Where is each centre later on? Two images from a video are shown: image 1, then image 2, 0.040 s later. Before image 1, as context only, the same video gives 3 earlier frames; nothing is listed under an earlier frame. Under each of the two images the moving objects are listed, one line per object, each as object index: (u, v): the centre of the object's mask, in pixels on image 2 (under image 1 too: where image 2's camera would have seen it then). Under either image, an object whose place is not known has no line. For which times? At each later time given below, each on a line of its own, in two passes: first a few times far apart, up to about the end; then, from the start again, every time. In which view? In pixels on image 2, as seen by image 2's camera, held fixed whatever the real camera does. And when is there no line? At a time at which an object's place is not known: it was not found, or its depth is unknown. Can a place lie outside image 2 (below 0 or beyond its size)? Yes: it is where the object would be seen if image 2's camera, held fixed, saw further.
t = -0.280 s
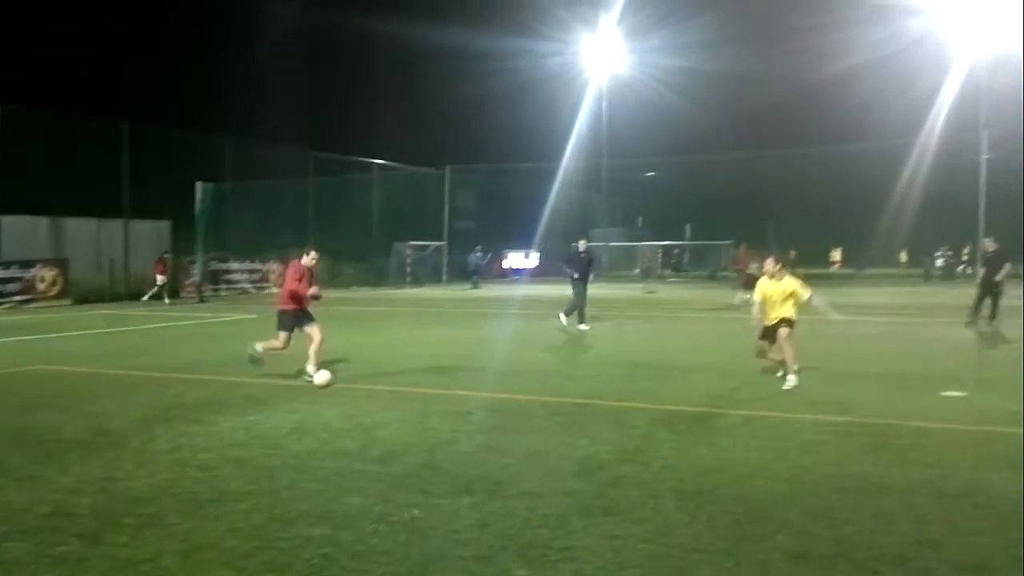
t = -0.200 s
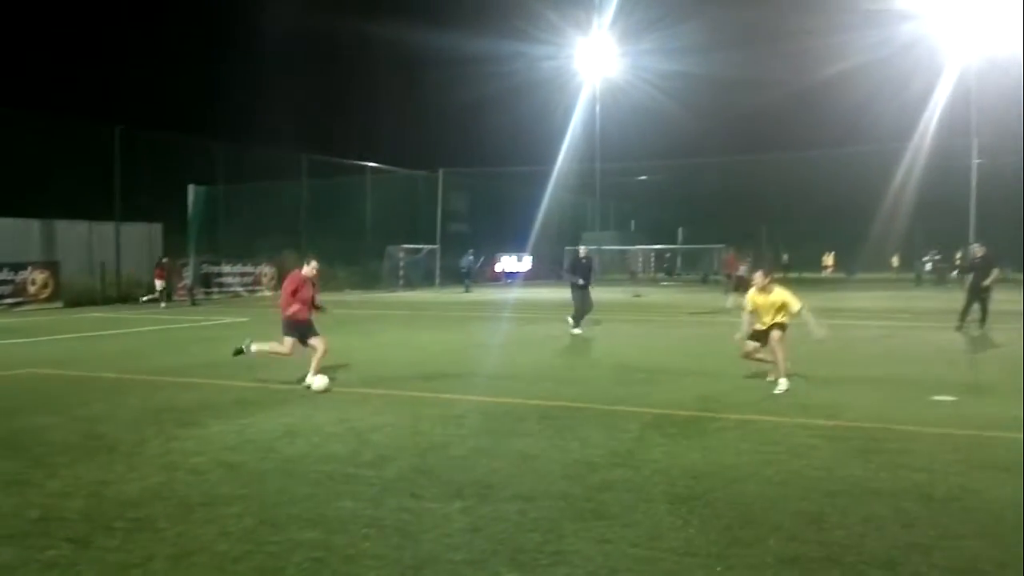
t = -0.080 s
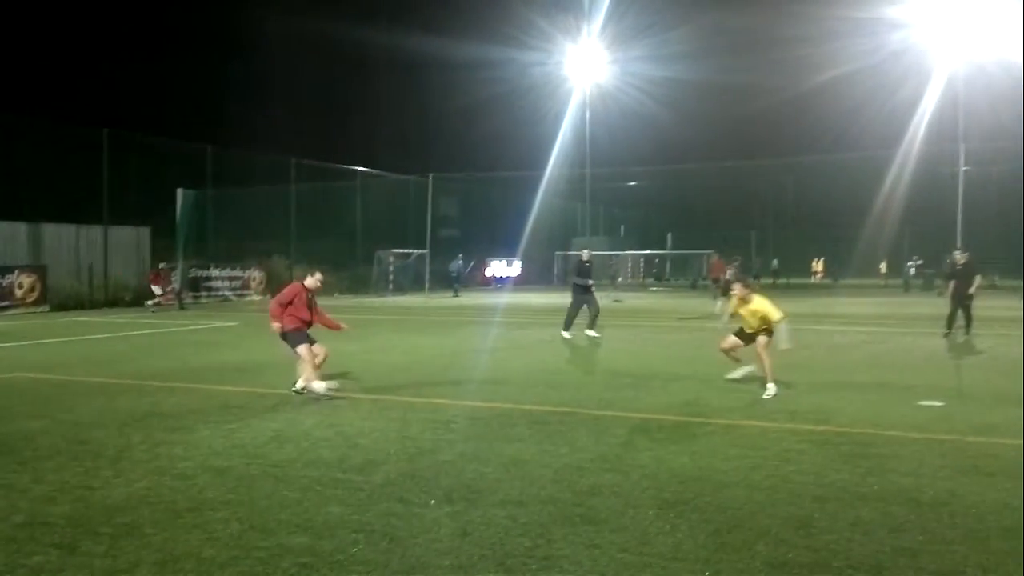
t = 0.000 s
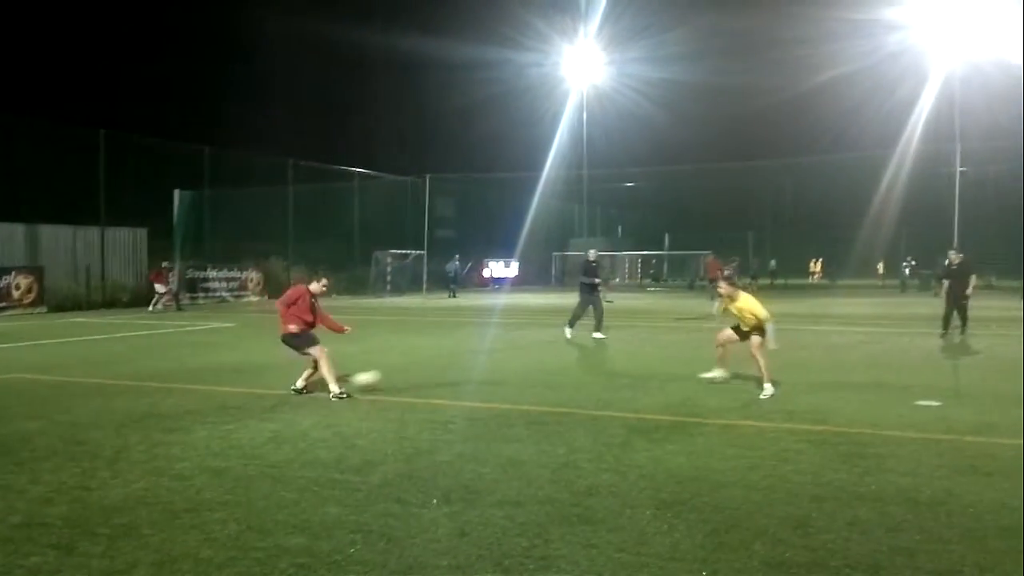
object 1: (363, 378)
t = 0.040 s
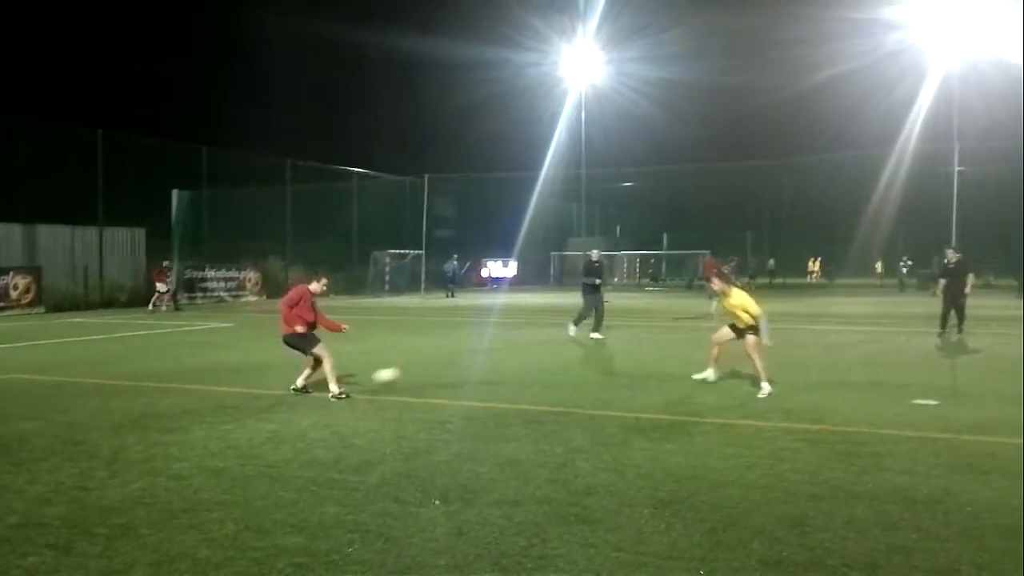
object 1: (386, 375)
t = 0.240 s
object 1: (473, 365)
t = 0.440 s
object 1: (540, 358)
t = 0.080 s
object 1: (404, 373)
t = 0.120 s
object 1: (424, 372)
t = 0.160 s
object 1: (442, 371)
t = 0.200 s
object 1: (458, 367)
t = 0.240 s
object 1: (473, 365)
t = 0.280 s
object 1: (488, 363)
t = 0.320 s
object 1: (502, 363)
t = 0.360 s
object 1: (515, 361)
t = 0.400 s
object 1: (527, 359)
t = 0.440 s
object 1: (540, 358)
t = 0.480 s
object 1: (551, 357)
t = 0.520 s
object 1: (561, 356)
